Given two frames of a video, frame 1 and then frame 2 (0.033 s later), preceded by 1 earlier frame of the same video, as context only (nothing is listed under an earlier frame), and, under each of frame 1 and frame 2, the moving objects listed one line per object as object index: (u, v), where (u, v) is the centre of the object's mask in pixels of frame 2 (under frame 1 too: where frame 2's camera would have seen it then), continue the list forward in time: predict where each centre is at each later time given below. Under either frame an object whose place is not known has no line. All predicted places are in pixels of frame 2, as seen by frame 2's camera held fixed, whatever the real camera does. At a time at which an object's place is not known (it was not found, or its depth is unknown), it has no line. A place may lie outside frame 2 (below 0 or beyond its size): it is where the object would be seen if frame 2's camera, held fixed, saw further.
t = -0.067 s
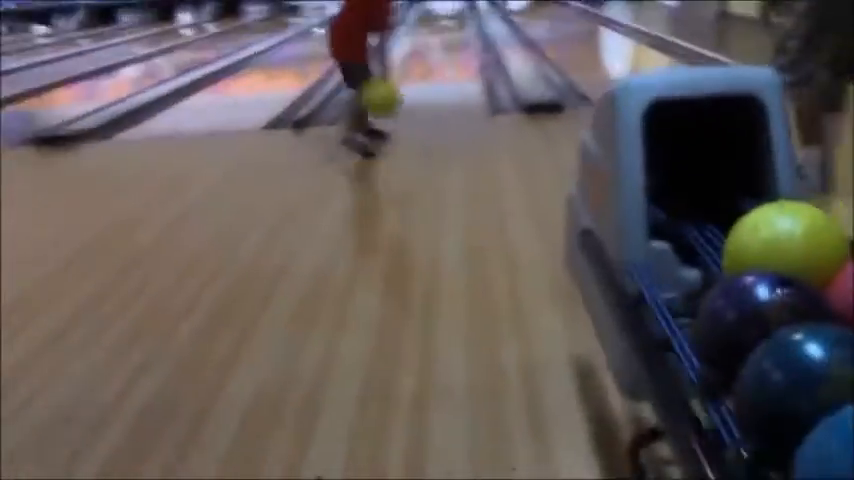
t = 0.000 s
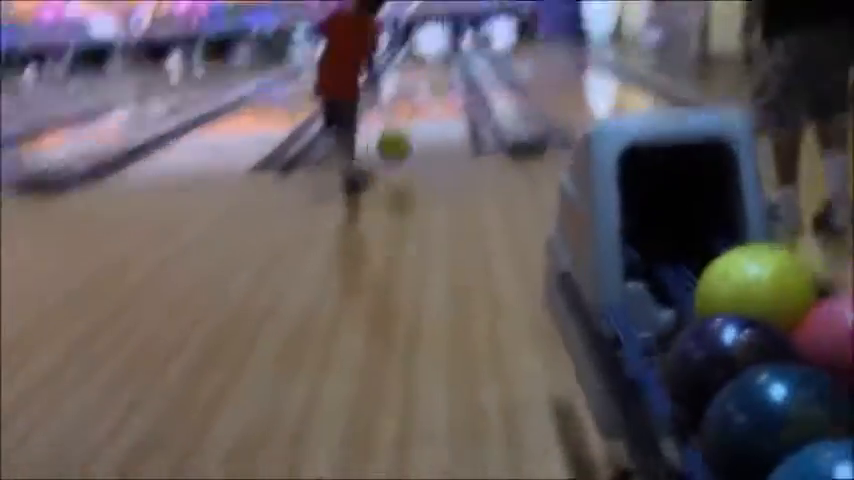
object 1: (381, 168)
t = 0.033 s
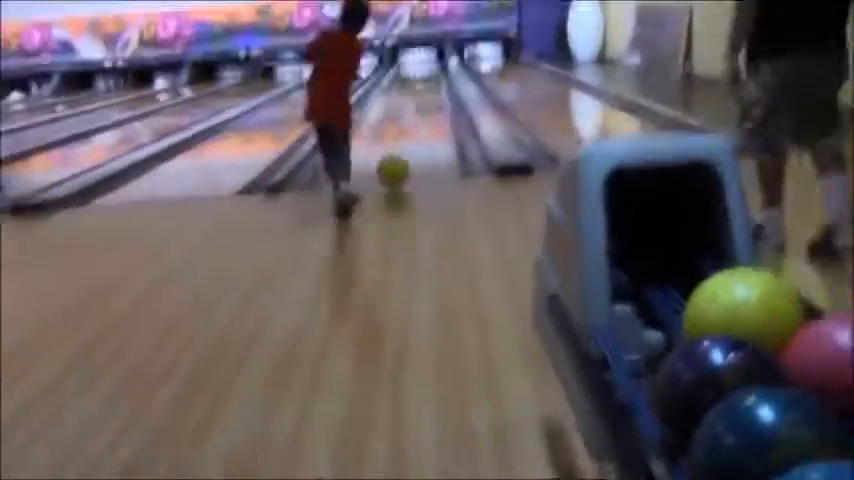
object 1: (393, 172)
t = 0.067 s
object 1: (402, 161)
